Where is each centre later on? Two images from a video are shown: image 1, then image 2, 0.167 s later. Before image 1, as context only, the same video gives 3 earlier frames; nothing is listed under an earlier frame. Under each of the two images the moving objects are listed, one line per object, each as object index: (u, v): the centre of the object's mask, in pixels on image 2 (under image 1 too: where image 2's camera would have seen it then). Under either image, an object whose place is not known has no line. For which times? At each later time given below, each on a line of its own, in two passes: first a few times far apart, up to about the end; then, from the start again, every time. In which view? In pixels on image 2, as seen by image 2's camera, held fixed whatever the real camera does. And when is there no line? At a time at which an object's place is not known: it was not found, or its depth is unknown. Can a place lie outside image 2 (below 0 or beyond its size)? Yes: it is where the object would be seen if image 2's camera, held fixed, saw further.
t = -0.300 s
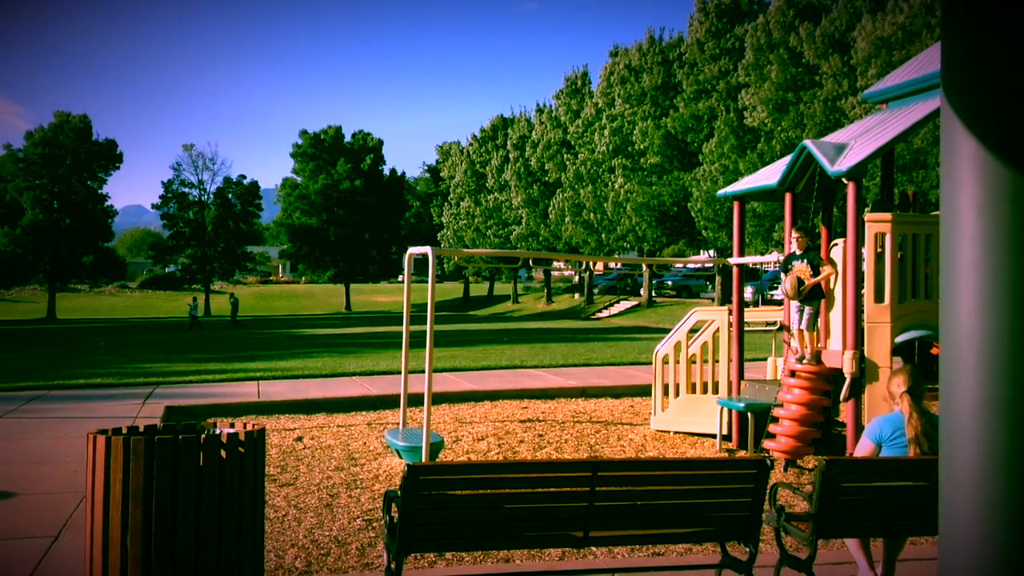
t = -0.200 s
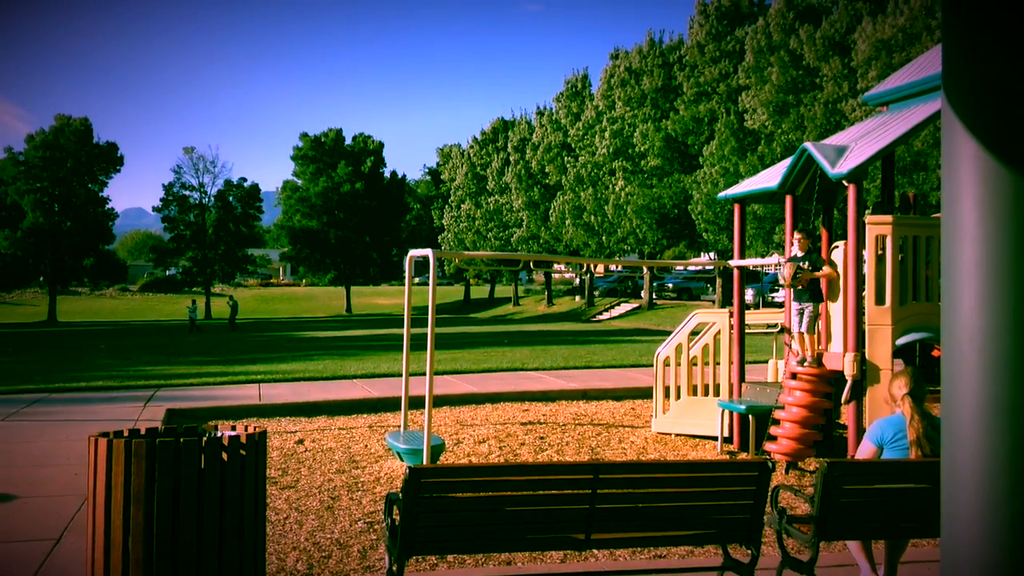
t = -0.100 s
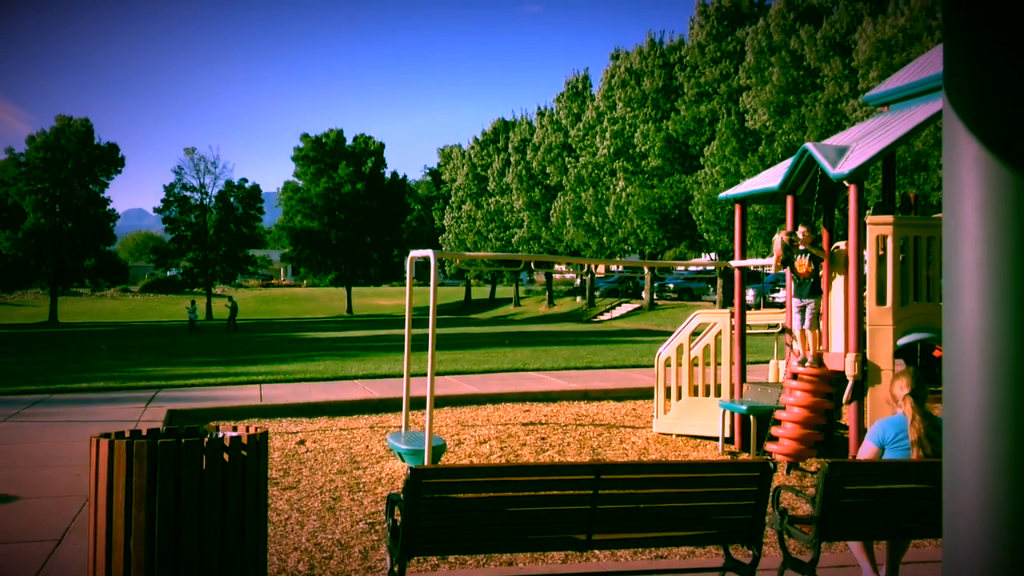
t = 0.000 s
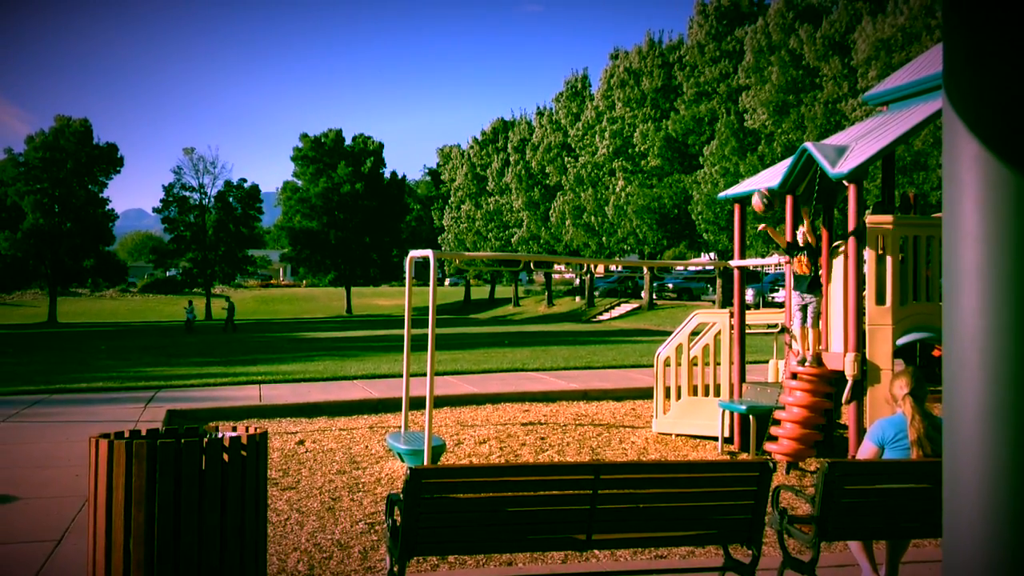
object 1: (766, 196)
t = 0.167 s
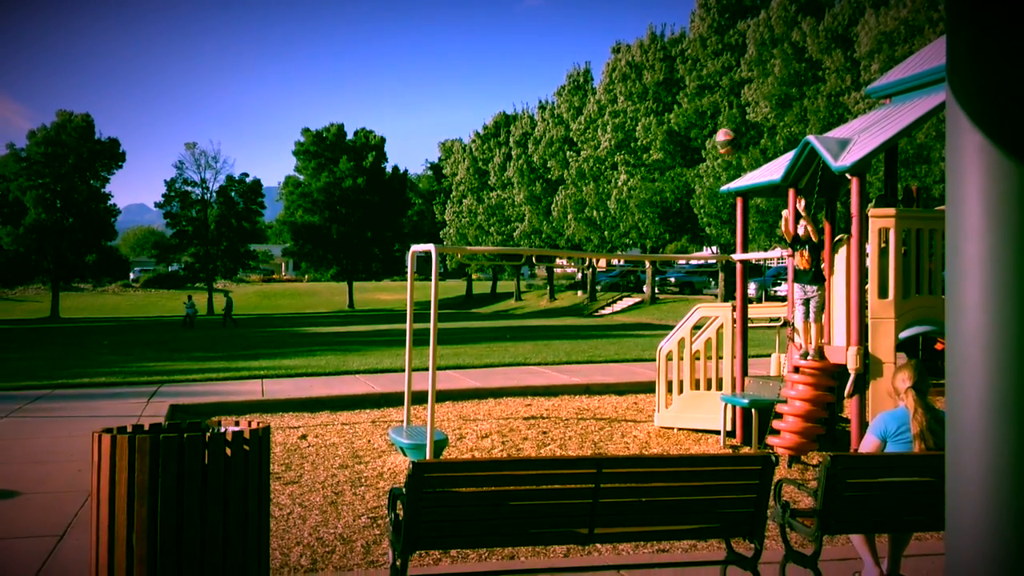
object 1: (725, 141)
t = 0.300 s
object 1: (698, 119)
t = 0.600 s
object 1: (614, 155)
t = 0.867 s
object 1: (523, 312)
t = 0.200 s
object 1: (720, 134)
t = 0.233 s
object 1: (713, 127)
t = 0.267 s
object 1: (705, 121)
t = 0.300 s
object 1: (698, 119)
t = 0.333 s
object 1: (690, 118)
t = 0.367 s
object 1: (680, 116)
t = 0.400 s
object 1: (671, 117)
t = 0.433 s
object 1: (663, 118)
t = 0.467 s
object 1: (653, 122)
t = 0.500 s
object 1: (643, 129)
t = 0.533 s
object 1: (635, 135)
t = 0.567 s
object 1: (625, 144)
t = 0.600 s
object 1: (614, 155)
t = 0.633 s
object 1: (604, 168)
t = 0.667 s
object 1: (594, 181)
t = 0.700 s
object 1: (583, 198)
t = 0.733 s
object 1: (571, 216)
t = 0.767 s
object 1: (560, 237)
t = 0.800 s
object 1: (548, 259)
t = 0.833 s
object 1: (536, 284)
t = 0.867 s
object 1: (523, 312)
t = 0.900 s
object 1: (510, 342)
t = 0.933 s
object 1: (498, 374)
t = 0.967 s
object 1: (485, 409)
